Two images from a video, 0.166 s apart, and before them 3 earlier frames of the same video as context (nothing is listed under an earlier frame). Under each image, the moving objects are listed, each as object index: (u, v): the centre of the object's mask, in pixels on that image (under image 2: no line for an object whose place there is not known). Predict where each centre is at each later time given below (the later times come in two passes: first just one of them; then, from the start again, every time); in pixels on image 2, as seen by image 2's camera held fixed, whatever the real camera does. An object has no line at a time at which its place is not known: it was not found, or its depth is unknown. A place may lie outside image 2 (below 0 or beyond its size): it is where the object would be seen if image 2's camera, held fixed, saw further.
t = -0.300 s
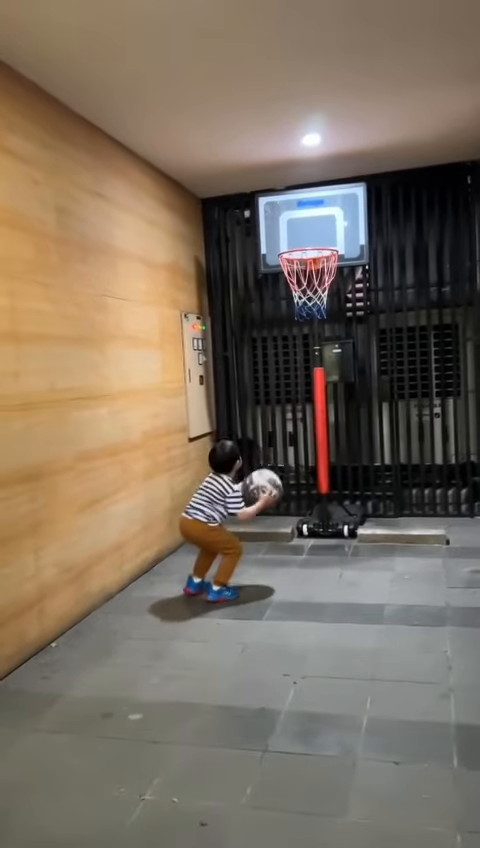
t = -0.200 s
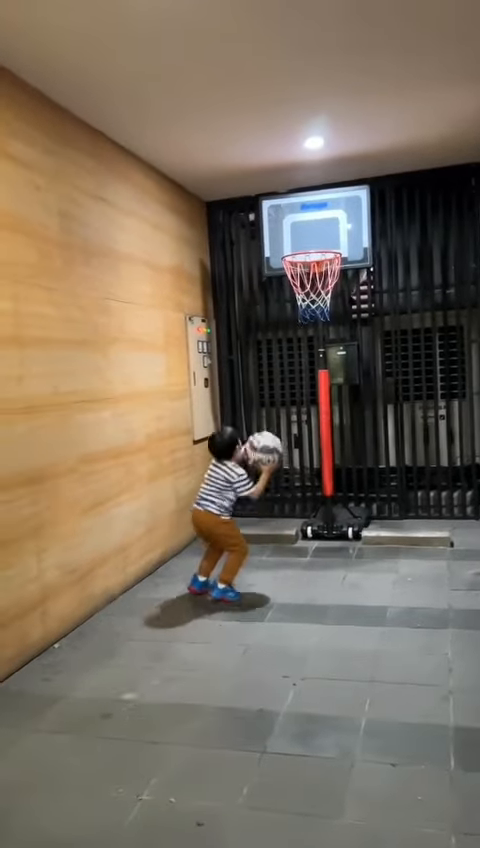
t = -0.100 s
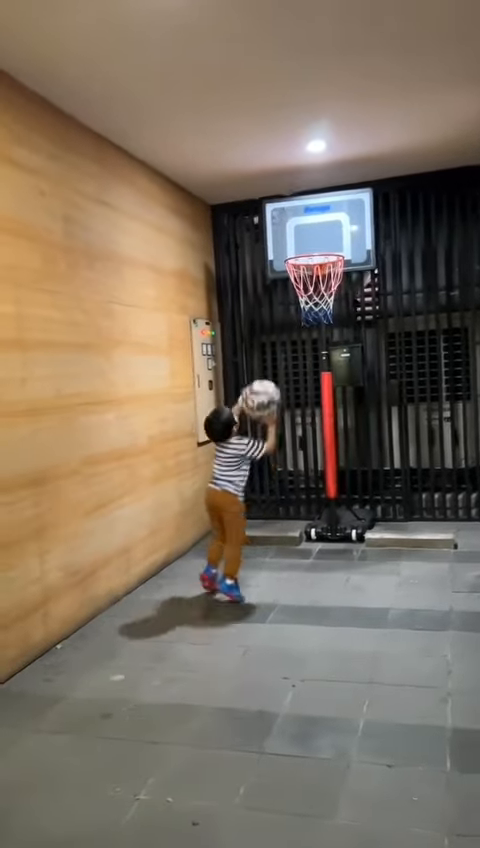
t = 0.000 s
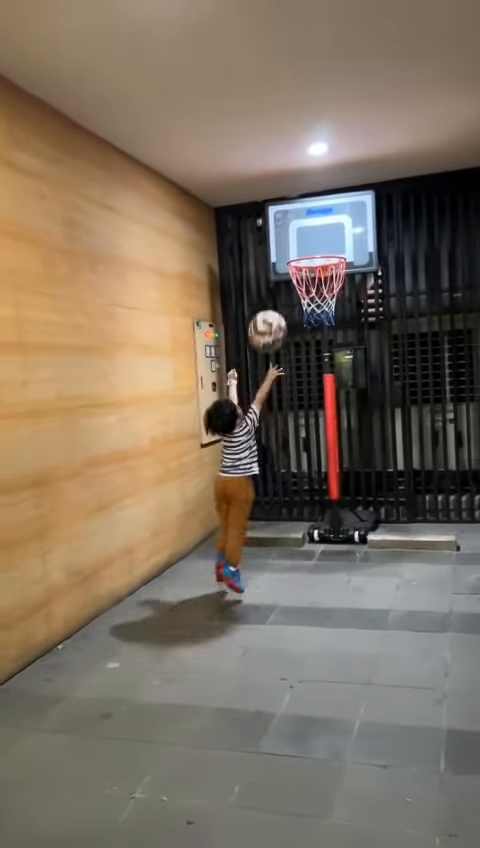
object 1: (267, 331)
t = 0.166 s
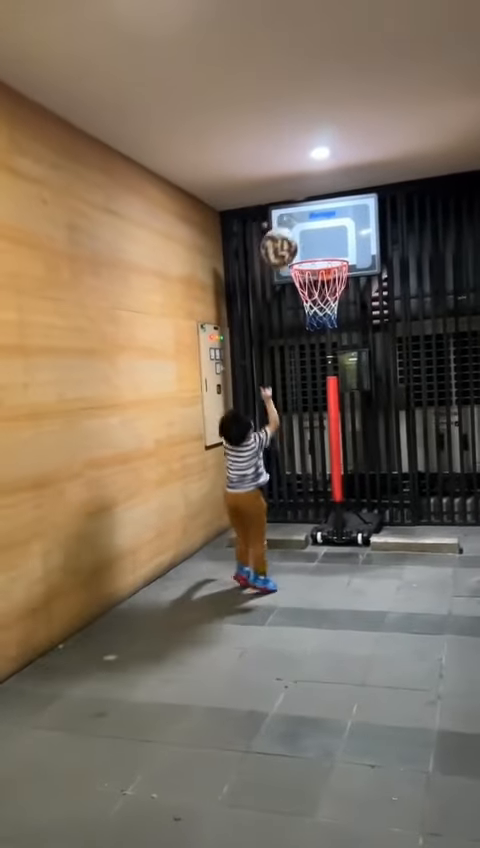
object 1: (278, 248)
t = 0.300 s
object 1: (289, 211)
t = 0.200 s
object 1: (280, 235)
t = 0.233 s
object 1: (283, 225)
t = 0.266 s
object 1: (285, 218)
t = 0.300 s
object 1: (289, 211)
